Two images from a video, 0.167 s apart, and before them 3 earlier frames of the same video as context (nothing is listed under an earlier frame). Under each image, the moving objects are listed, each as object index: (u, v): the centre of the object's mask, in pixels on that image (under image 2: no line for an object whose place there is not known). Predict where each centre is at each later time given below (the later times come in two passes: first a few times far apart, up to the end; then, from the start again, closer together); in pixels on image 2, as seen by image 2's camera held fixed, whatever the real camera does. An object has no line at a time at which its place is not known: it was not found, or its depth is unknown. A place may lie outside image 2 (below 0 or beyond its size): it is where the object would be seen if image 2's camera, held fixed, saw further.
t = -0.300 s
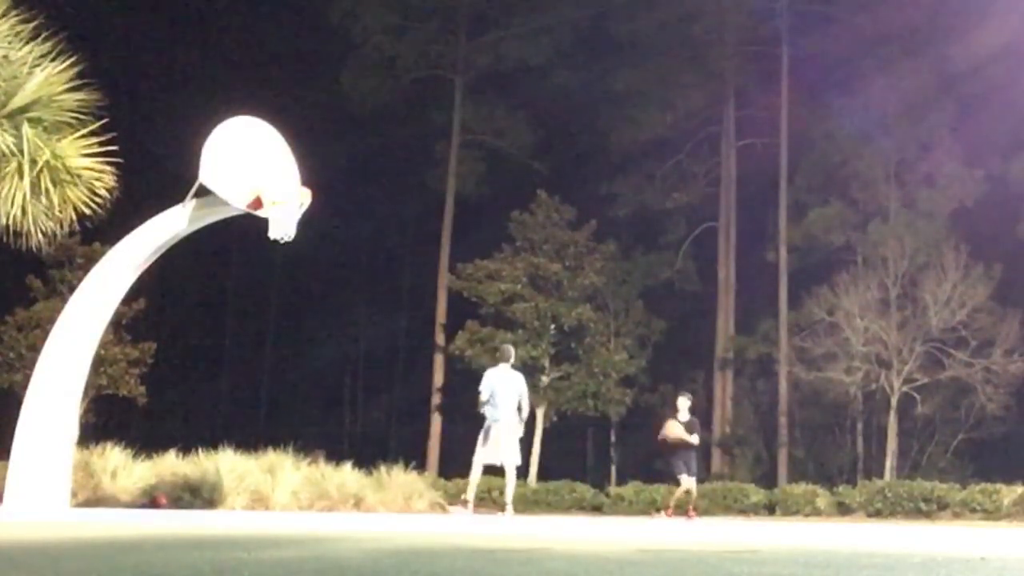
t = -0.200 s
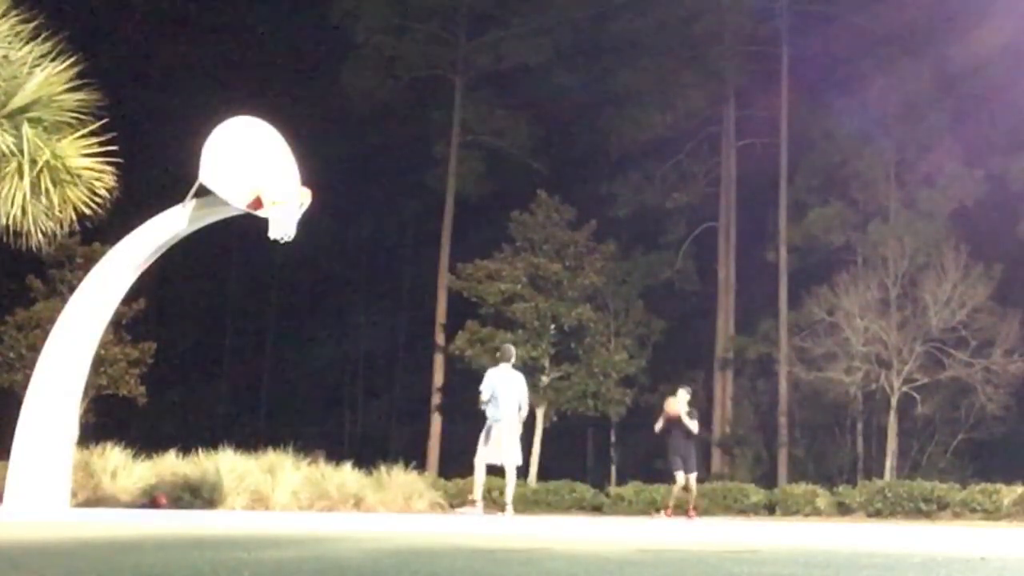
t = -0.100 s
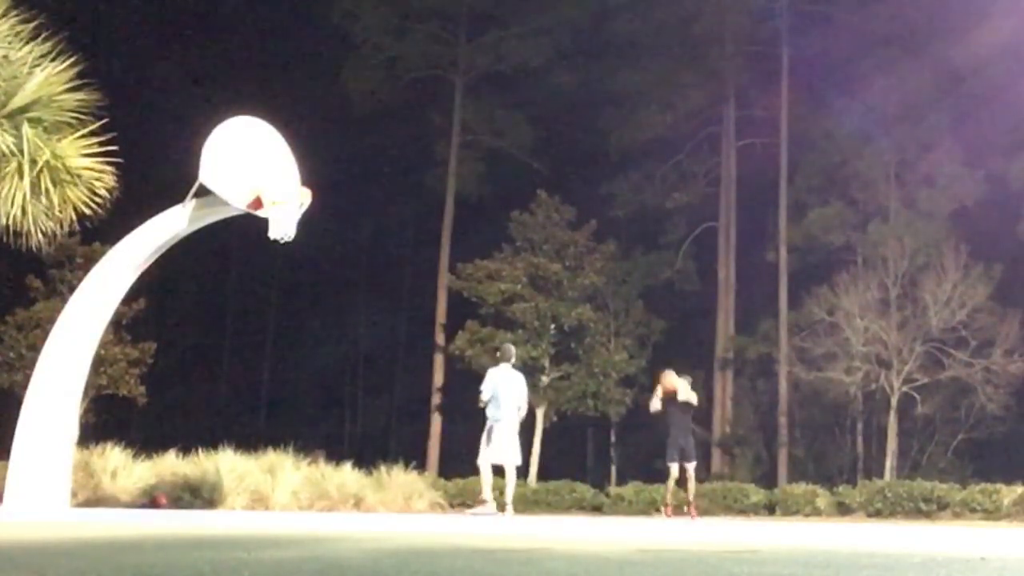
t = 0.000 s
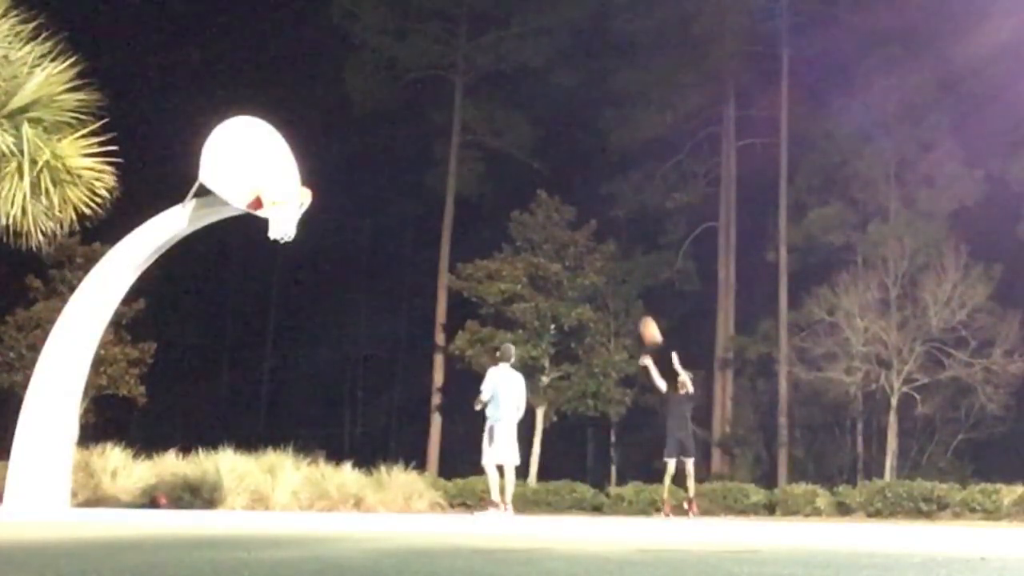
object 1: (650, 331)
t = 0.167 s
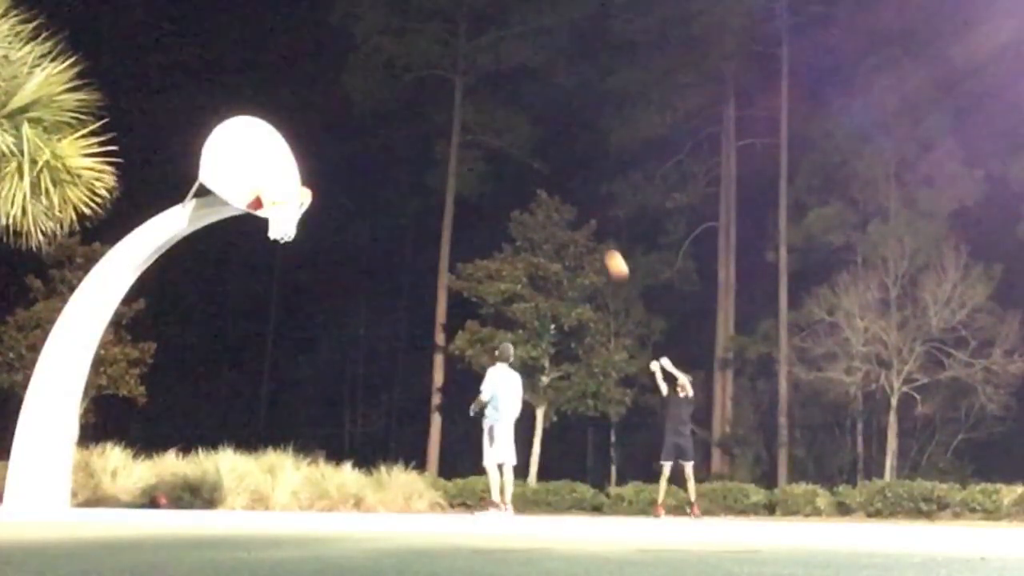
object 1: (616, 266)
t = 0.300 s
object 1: (581, 210)
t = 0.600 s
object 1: (493, 132)
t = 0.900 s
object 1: (390, 127)
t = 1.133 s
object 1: (307, 174)
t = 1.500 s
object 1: (282, 234)
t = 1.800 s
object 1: (296, 311)
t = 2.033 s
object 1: (302, 432)
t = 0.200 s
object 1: (608, 251)
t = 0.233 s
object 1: (599, 236)
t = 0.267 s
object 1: (590, 222)
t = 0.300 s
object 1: (581, 210)
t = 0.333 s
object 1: (572, 198)
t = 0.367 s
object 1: (562, 187)
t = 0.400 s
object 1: (553, 177)
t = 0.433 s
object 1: (543, 167)
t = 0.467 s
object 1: (534, 159)
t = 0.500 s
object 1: (524, 151)
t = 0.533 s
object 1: (514, 144)
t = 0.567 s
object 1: (504, 138)
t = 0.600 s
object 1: (493, 132)
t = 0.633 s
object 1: (483, 128)
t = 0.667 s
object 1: (472, 124)
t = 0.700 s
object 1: (461, 122)
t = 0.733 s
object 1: (450, 121)
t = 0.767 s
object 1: (439, 120)
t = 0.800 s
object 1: (427, 120)
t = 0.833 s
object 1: (415, 121)
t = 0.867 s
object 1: (403, 124)
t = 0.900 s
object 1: (390, 127)
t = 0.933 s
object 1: (378, 131)
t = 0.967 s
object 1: (365, 136)
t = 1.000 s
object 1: (352, 143)
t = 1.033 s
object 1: (339, 151)
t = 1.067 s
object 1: (325, 159)
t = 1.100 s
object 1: (313, 167)
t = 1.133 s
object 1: (307, 174)
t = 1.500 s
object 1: (282, 234)
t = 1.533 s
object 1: (285, 236)
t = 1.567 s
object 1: (286, 244)
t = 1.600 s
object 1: (289, 250)
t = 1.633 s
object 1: (289, 254)
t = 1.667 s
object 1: (291, 263)
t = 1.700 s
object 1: (292, 274)
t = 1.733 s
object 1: (294, 285)
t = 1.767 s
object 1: (295, 298)
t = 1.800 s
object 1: (296, 311)
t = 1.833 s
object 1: (297, 326)
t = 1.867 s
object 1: (298, 341)
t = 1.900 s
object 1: (299, 357)
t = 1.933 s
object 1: (300, 375)
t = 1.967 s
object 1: (301, 393)
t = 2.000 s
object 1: (301, 412)
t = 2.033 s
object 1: (302, 432)
